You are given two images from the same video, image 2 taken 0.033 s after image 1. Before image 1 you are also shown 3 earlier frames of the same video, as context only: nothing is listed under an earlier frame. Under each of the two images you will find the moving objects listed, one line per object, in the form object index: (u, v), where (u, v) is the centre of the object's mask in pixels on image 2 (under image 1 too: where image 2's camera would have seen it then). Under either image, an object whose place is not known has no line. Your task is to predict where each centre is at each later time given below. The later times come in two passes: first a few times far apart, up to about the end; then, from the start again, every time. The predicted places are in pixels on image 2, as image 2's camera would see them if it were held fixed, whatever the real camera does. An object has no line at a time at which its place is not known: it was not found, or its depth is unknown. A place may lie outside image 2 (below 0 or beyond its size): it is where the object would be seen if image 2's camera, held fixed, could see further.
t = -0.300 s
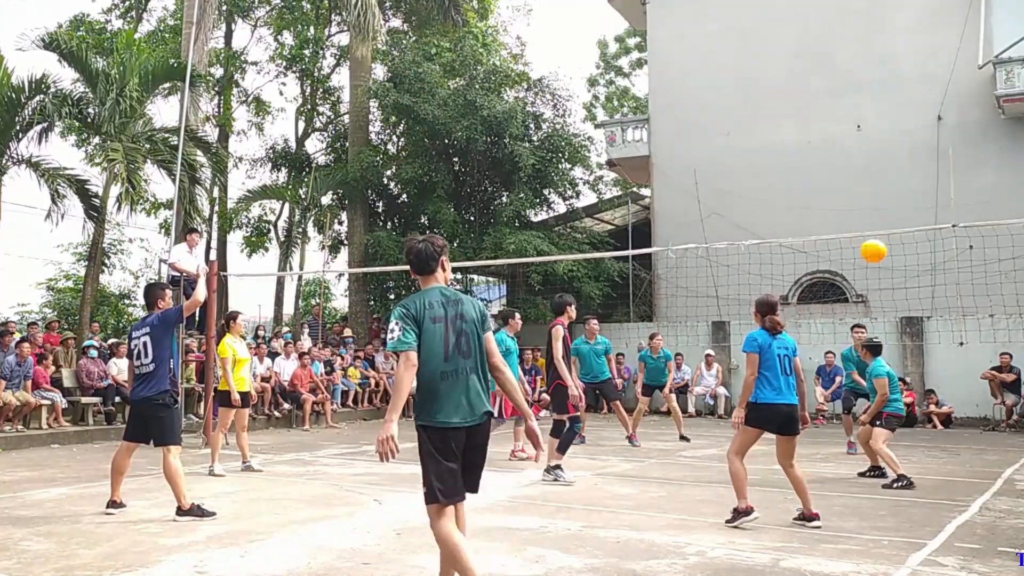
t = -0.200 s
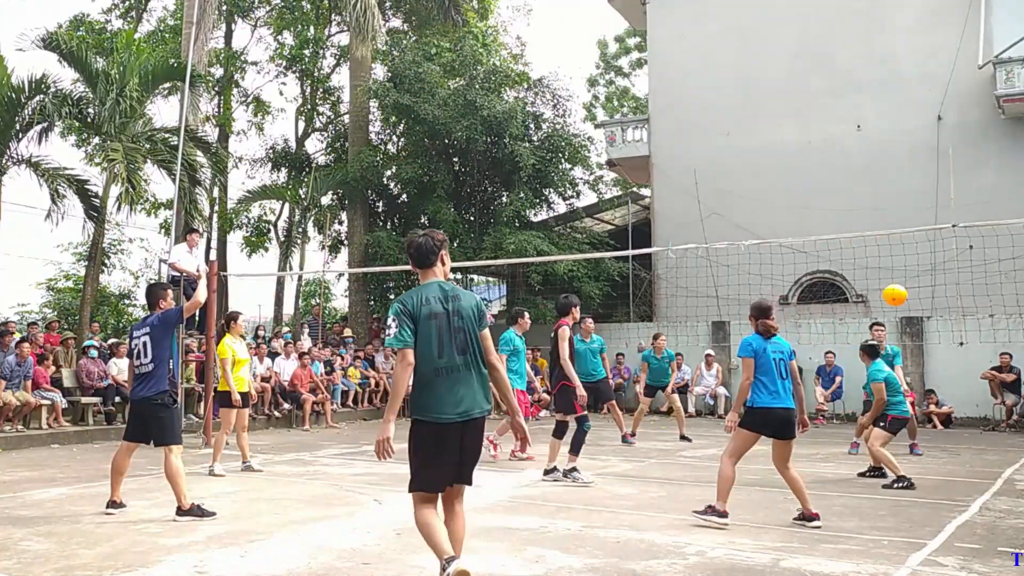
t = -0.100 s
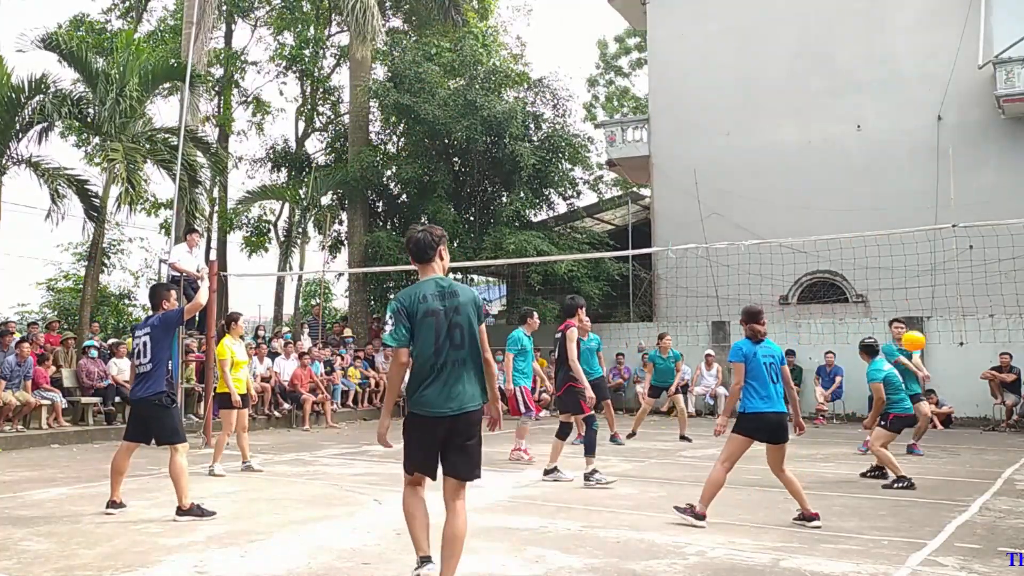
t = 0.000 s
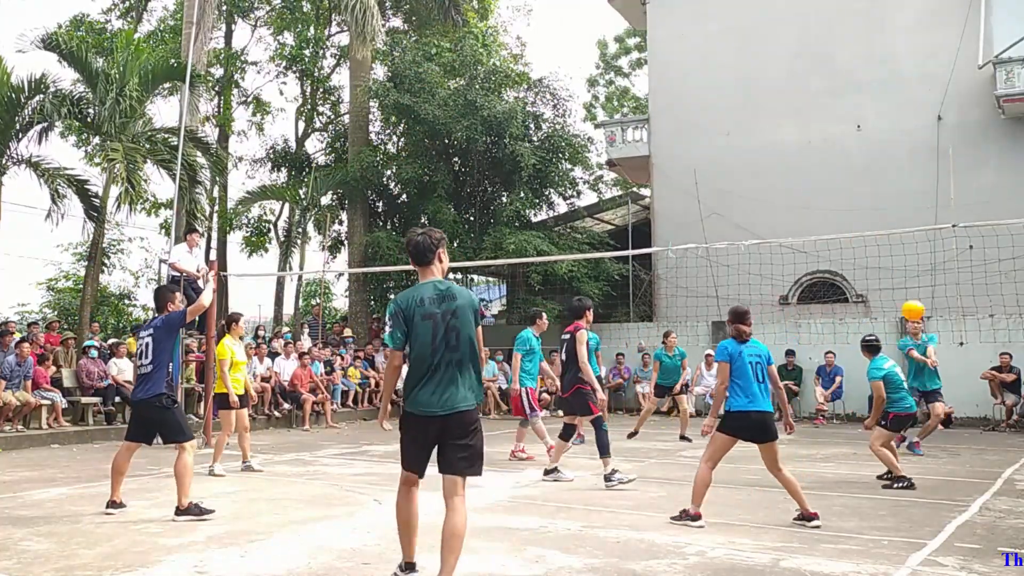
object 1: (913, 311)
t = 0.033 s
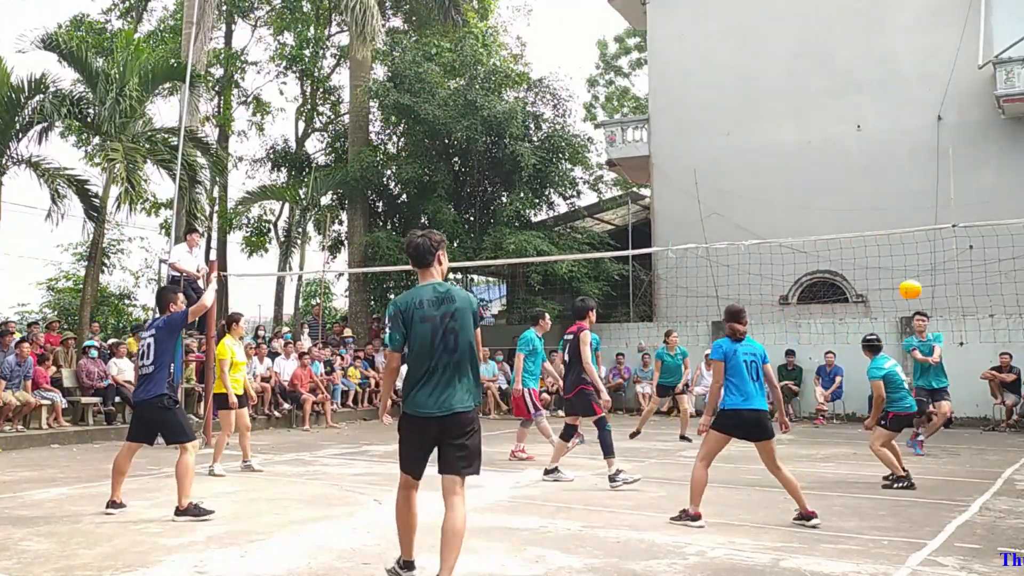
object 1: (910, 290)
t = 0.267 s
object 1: (894, 170)
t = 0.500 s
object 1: (881, 93)
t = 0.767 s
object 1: (870, 58)
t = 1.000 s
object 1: (863, 77)
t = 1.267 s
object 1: (857, 165)
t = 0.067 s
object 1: (907, 269)
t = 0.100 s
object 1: (905, 250)
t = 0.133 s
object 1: (903, 232)
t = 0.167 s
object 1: (900, 215)
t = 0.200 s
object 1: (898, 199)
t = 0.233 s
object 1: (896, 184)
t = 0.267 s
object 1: (894, 170)
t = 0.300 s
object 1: (892, 156)
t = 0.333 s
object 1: (890, 143)
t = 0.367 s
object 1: (888, 131)
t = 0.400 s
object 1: (886, 121)
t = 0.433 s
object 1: (885, 110)
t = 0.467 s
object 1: (883, 101)
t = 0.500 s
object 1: (881, 93)
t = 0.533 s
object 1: (880, 86)
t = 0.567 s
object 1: (878, 79)
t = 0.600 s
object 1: (877, 73)
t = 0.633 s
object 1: (875, 68)
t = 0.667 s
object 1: (874, 64)
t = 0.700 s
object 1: (873, 61)
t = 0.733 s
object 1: (871, 59)
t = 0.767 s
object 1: (870, 58)
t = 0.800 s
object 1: (869, 58)
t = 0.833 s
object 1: (868, 59)
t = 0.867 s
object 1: (867, 60)
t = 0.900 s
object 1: (866, 63)
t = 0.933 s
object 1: (865, 67)
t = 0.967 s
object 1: (864, 72)
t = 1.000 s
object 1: (863, 77)
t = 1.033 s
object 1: (862, 84)
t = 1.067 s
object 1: (861, 93)
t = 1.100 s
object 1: (860, 102)
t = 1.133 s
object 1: (859, 113)
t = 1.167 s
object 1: (859, 124)
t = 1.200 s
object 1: (858, 136)
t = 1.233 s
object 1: (857, 150)
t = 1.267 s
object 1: (857, 165)
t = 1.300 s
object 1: (856, 181)
